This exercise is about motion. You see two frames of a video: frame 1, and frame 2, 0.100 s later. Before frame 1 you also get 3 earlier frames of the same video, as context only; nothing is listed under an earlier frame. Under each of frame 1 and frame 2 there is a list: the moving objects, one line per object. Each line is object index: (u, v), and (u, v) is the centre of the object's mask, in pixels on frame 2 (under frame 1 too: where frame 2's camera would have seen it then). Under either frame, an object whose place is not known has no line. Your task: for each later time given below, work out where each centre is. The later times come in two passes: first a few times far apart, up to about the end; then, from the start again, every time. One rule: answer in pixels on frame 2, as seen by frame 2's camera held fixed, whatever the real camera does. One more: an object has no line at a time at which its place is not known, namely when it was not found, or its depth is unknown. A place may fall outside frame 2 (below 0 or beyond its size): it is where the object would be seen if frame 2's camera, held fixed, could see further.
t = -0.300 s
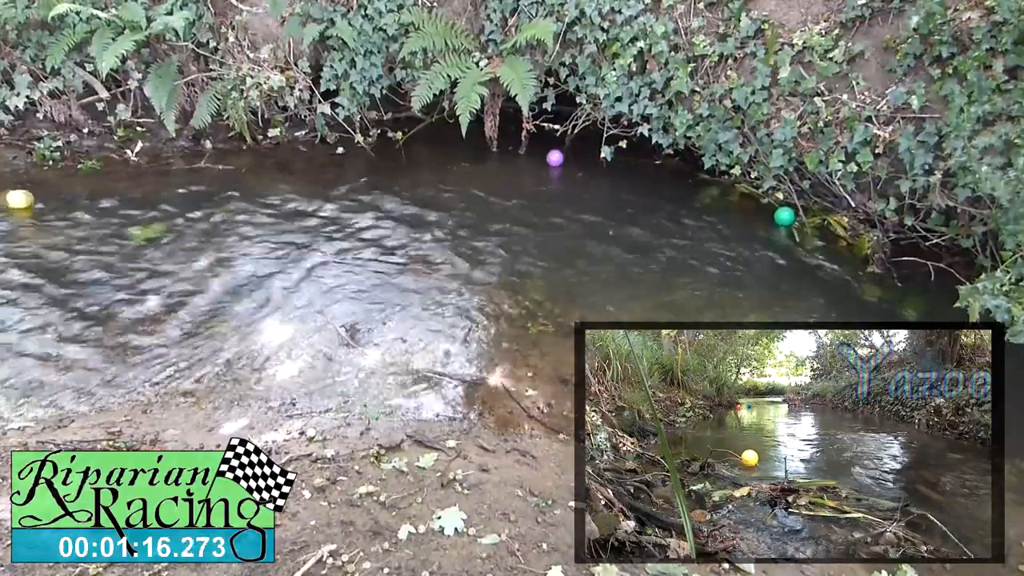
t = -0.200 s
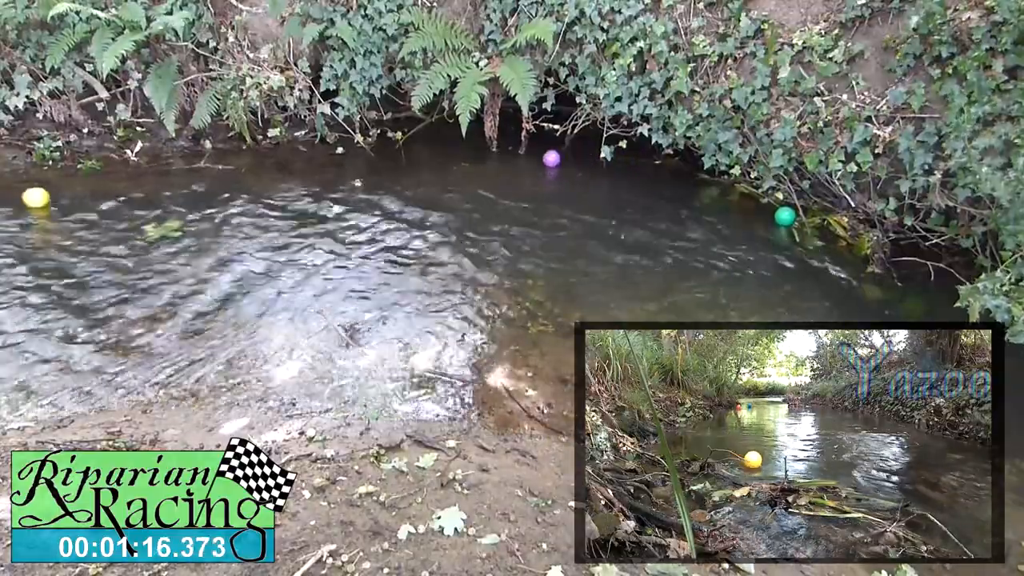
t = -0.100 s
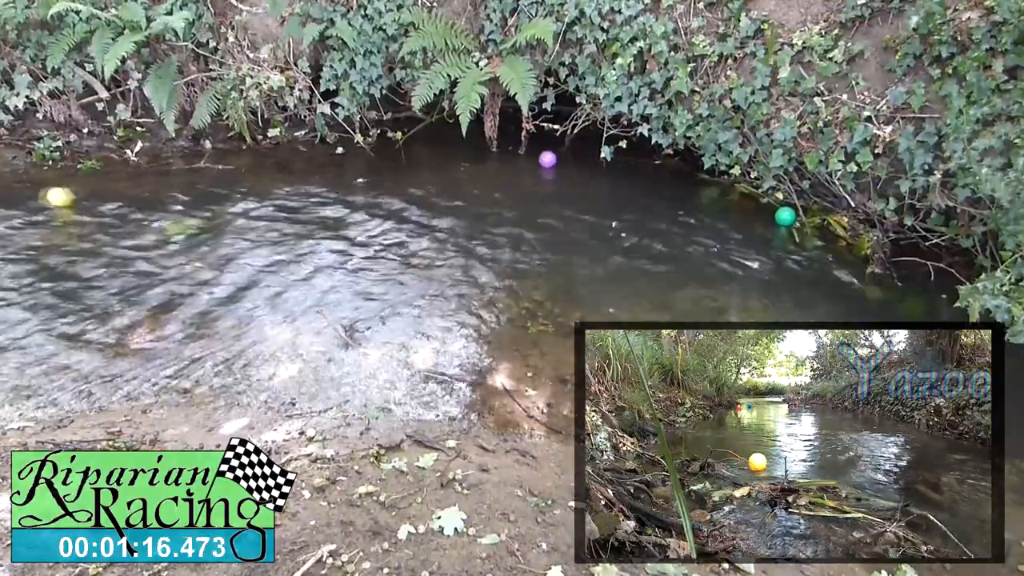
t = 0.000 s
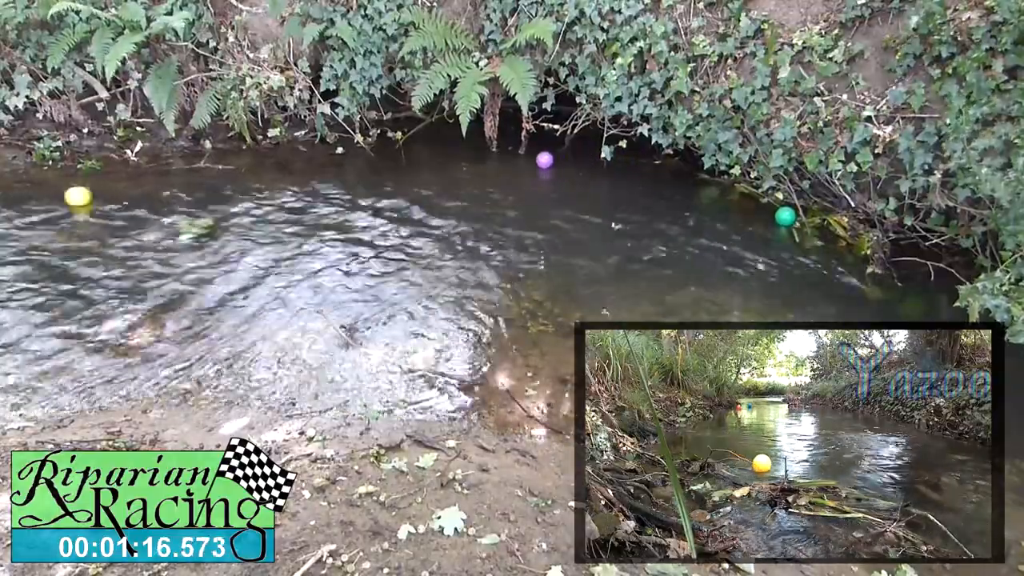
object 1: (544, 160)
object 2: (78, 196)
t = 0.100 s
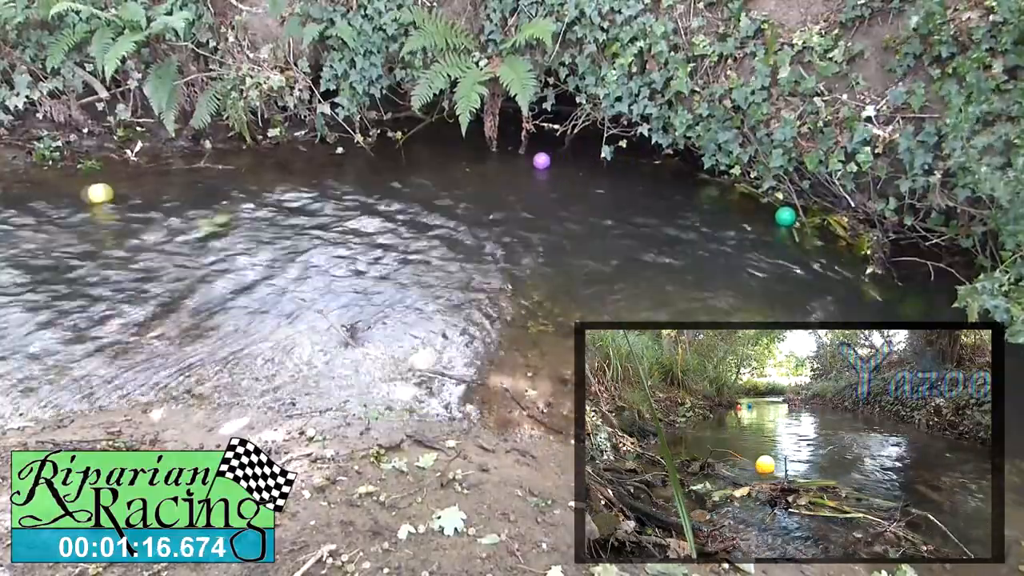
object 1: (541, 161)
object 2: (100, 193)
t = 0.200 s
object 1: (539, 161)
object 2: (115, 193)
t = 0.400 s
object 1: (536, 162)
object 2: (154, 190)
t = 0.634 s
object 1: (531, 163)
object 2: (198, 189)
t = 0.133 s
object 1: (541, 161)
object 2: (103, 193)
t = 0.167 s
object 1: (540, 161)
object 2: (108, 192)
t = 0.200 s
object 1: (539, 161)
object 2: (115, 193)
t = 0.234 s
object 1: (539, 162)
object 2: (124, 193)
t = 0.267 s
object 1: (538, 162)
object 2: (132, 193)
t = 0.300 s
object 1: (537, 162)
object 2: (140, 193)
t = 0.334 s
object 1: (537, 162)
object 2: (143, 193)
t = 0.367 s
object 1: (537, 162)
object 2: (148, 192)
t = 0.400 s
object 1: (536, 162)
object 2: (154, 190)
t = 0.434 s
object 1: (536, 162)
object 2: (161, 189)
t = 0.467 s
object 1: (535, 162)
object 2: (167, 188)
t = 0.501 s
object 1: (535, 162)
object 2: (175, 188)
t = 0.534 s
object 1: (534, 162)
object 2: (179, 189)
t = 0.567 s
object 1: (534, 163)
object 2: (183, 189)
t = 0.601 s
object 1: (533, 163)
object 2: (190, 189)
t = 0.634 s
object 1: (531, 163)
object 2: (198, 189)
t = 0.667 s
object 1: (530, 164)
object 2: (206, 189)
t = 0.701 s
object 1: (529, 164)
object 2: (213, 187)
